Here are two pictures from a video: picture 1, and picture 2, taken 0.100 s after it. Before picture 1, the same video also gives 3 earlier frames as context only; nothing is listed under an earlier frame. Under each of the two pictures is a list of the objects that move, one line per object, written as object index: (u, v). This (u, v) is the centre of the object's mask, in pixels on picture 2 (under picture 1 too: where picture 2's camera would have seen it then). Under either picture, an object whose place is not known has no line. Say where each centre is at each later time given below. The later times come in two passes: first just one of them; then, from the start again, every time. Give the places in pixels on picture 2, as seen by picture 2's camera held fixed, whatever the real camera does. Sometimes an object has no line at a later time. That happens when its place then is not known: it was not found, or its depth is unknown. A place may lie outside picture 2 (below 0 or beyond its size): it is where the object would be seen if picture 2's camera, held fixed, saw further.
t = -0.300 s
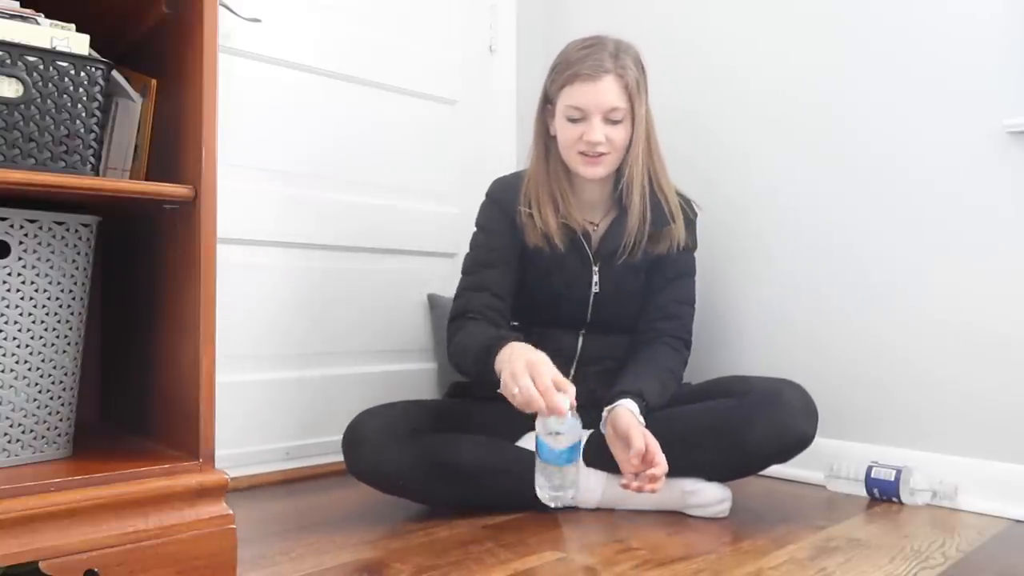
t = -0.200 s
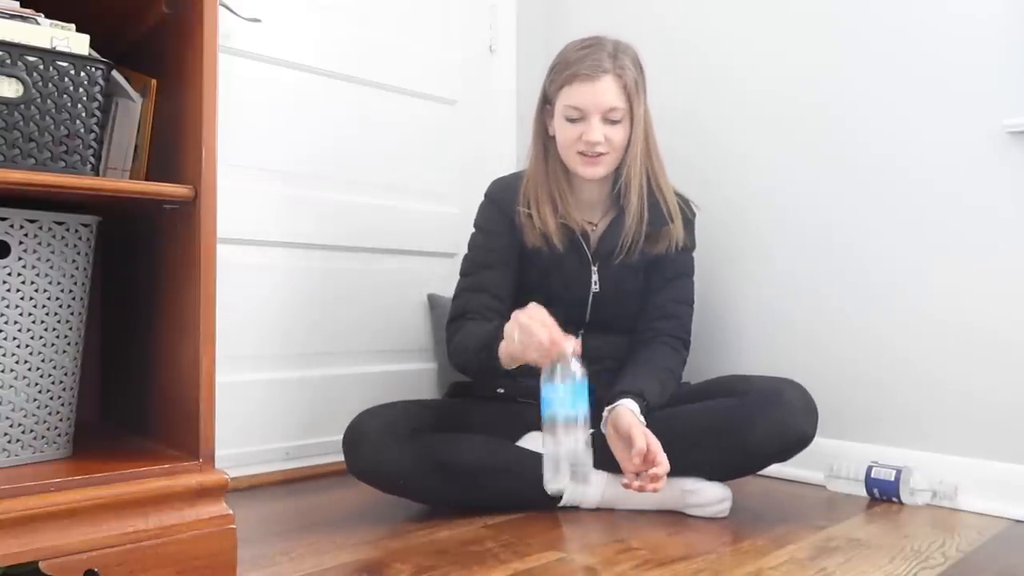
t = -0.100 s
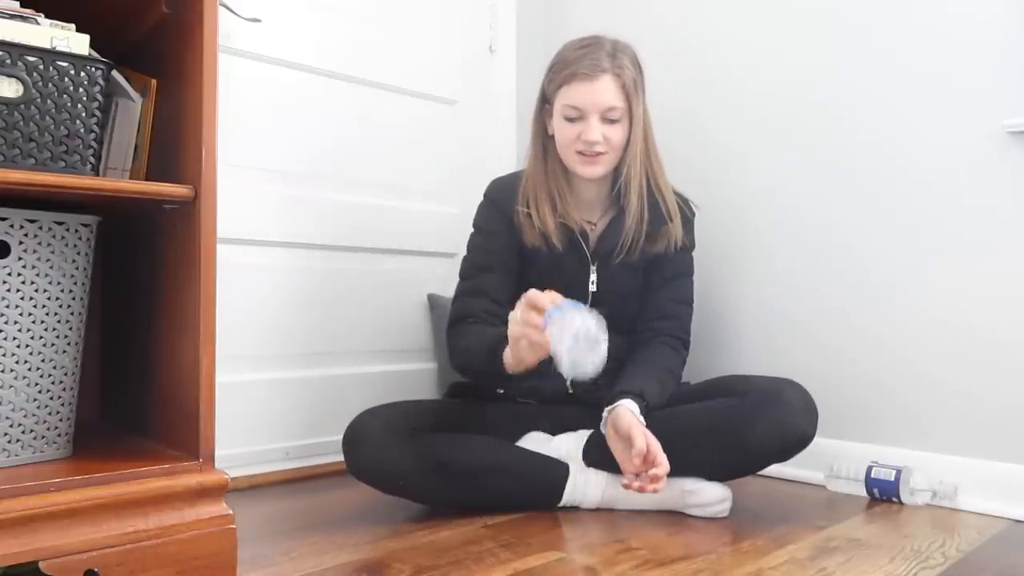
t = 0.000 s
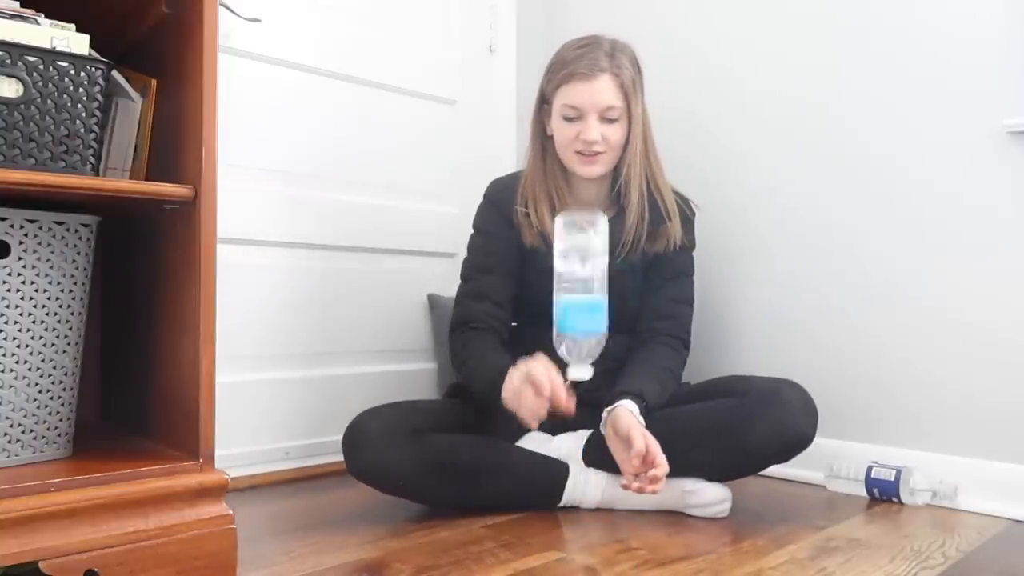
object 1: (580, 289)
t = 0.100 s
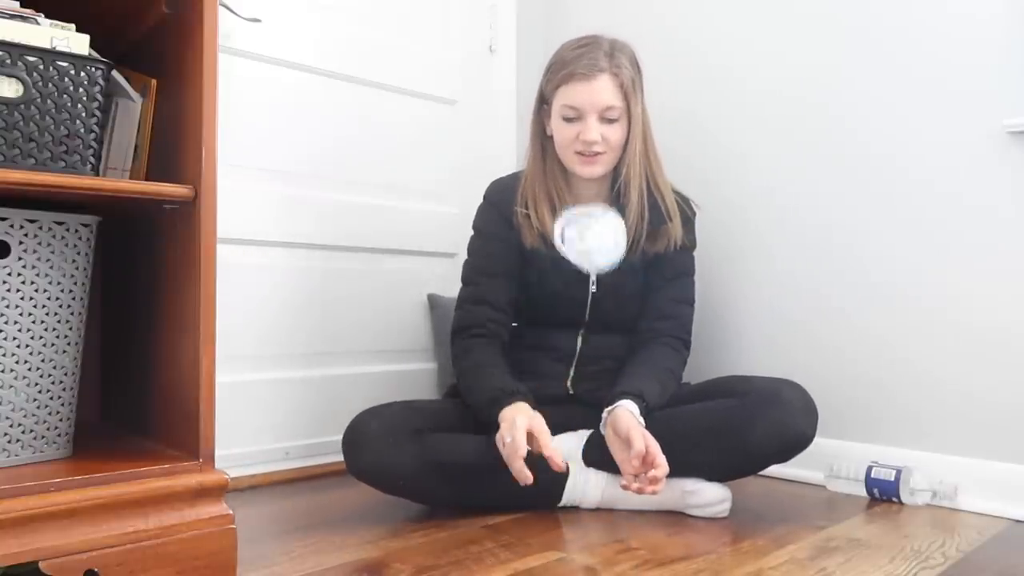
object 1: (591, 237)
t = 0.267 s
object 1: (589, 366)
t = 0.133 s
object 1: (589, 233)
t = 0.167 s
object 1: (588, 245)
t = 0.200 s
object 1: (588, 271)
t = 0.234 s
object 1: (588, 313)
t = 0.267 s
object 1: (589, 366)
